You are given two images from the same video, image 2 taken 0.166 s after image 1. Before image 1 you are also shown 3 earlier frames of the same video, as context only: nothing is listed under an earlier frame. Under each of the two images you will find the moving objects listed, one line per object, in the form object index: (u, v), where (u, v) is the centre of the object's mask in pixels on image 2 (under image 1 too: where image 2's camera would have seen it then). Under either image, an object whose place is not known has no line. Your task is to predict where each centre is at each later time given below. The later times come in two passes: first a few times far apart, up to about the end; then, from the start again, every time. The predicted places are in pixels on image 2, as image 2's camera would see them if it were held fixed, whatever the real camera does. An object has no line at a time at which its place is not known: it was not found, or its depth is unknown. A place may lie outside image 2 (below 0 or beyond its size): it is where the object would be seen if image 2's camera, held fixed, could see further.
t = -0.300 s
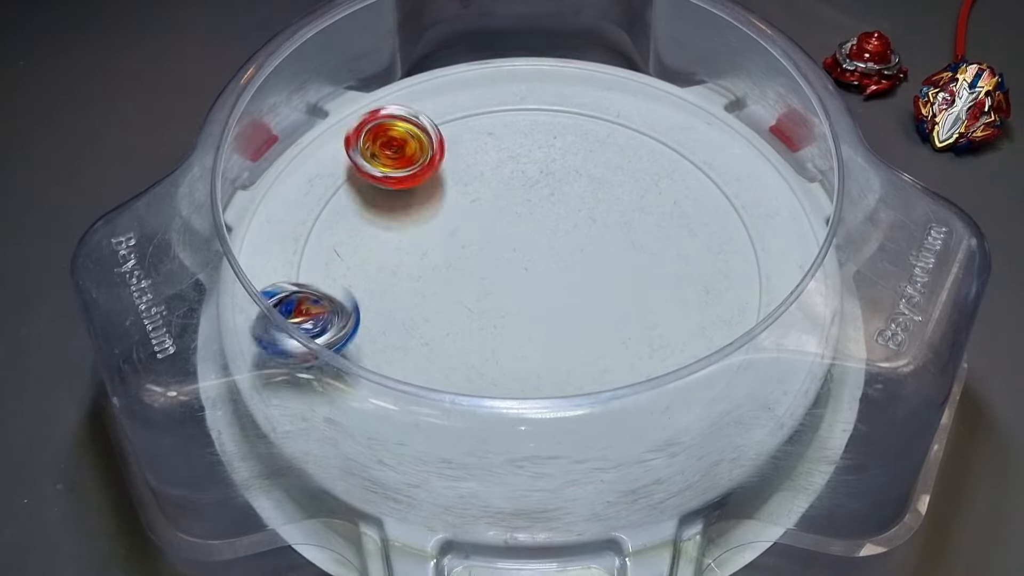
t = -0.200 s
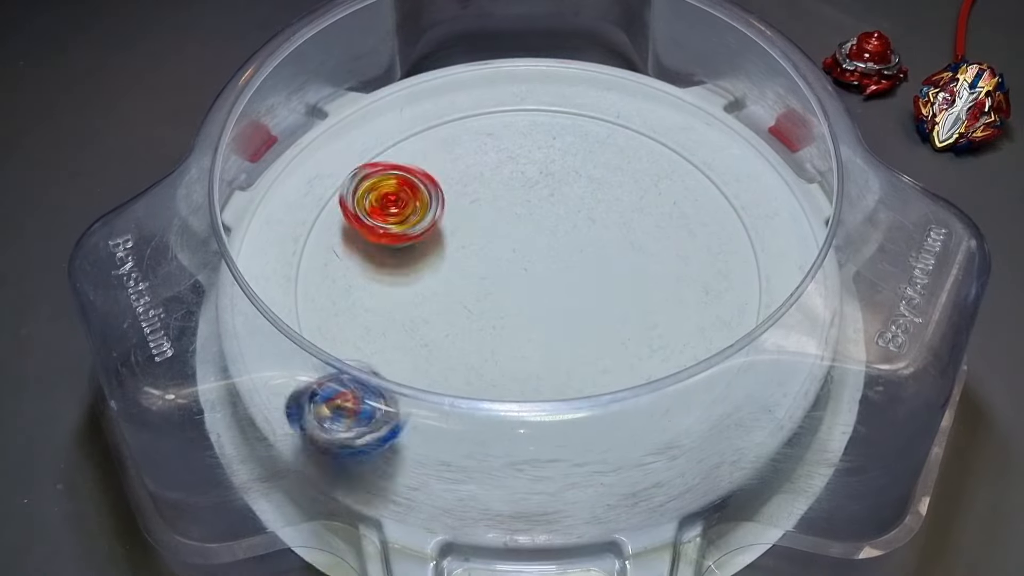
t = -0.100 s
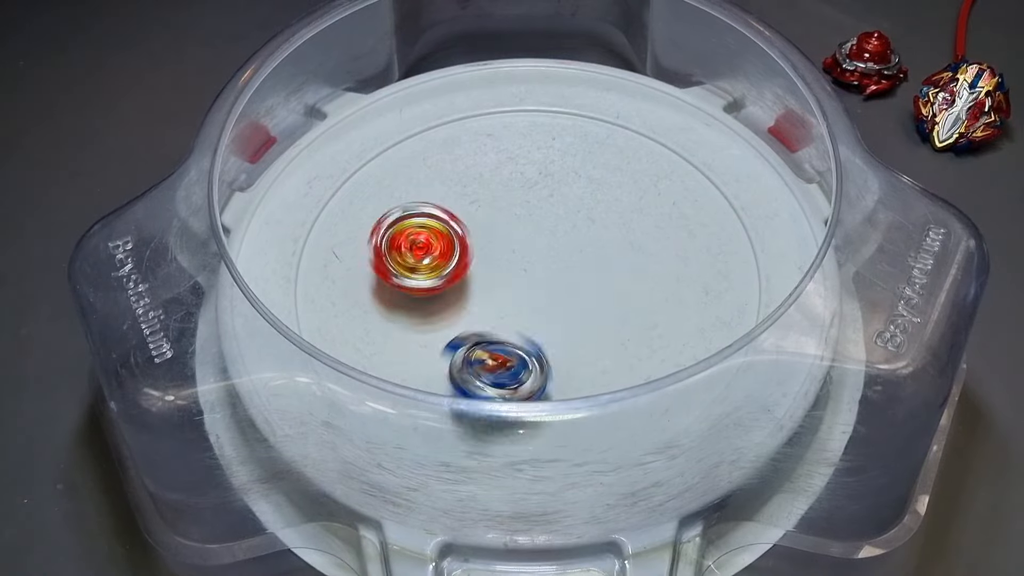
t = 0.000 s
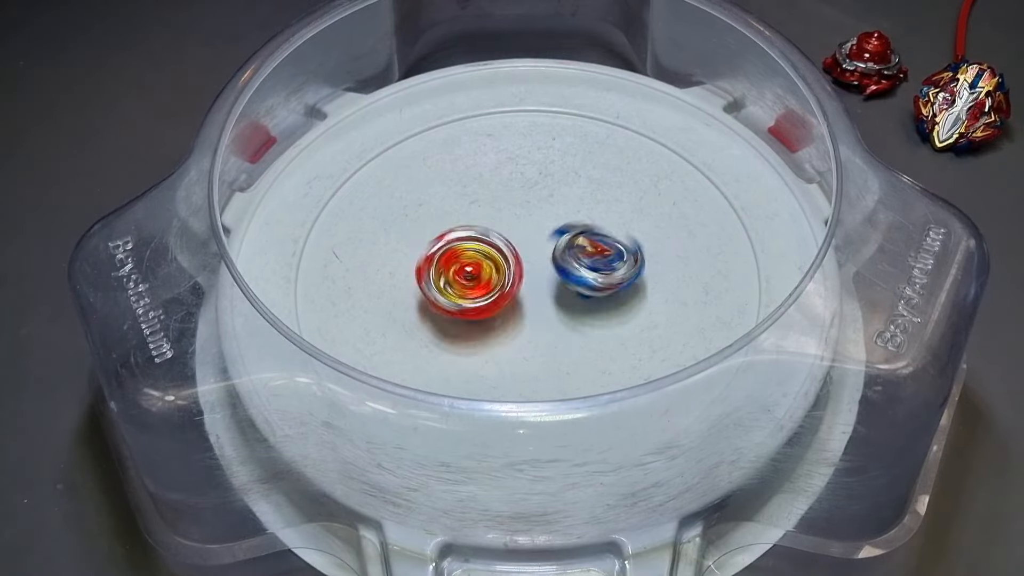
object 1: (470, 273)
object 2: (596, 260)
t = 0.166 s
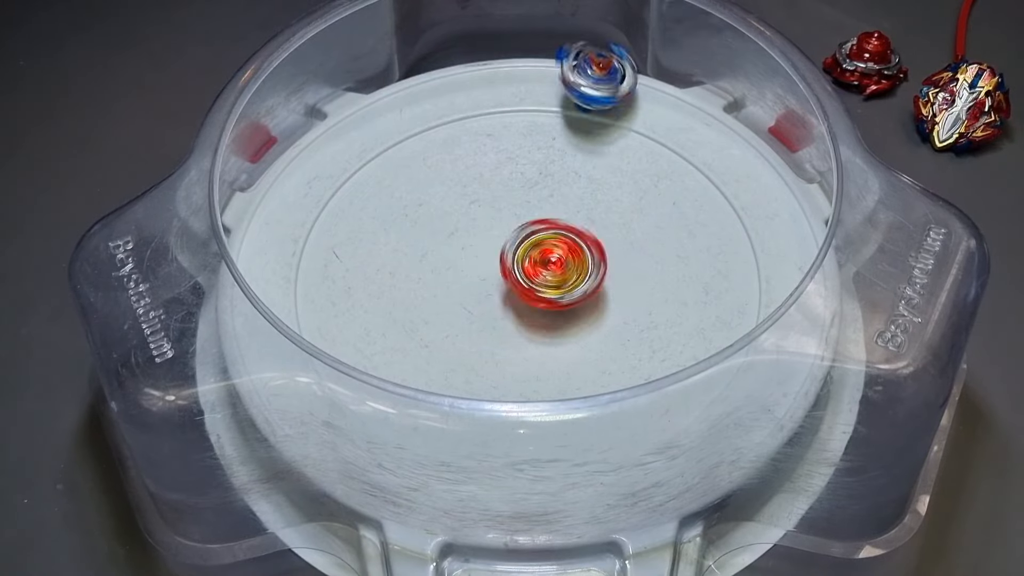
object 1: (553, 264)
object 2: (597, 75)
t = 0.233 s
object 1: (572, 250)
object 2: (558, 43)
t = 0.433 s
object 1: (577, 211)
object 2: (427, 80)
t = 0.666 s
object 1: (550, 216)
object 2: (356, 169)
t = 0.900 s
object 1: (570, 234)
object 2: (508, 339)
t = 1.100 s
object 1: (590, 251)
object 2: (693, 305)
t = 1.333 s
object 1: (570, 256)
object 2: (615, 107)
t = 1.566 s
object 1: (553, 276)
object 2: (317, 204)
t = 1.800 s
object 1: (536, 290)
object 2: (603, 423)
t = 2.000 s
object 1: (522, 292)
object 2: (702, 156)
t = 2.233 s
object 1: (509, 286)
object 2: (356, 152)
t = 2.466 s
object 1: (497, 278)
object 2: (481, 431)
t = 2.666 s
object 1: (490, 268)
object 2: (749, 262)
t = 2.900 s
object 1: (494, 255)
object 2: (514, 89)
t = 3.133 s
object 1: (503, 239)
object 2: (313, 297)
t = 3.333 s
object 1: (515, 233)
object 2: (609, 422)
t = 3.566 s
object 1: (529, 235)
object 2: (719, 171)
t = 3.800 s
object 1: (546, 244)
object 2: (434, 108)
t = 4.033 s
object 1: (557, 249)
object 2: (340, 349)
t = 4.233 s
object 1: (559, 255)
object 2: (659, 395)
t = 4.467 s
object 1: (549, 268)
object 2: (686, 143)
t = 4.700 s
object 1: (537, 278)
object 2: (398, 129)
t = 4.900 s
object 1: (523, 283)
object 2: (338, 346)
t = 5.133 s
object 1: (509, 282)
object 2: (681, 381)
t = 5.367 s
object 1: (503, 277)
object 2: (673, 144)
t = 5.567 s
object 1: (498, 265)
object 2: (428, 113)
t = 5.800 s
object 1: (499, 255)
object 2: (331, 320)
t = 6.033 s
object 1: (502, 242)
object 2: (650, 385)
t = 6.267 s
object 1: (516, 240)
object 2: (701, 153)
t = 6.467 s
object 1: (532, 242)
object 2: (478, 97)
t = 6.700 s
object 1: (543, 246)
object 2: (323, 274)
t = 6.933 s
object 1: (551, 251)
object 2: (569, 433)
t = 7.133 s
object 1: (554, 260)
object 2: (746, 273)
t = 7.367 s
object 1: (549, 273)
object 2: (578, 111)
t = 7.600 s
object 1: (539, 281)
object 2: (335, 185)
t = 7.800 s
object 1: (519, 283)
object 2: (366, 372)
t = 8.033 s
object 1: (508, 279)
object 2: (684, 346)
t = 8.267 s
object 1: (500, 271)
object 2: (683, 155)
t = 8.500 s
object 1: (494, 259)
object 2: (454, 114)
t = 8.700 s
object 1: (501, 249)
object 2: (337, 260)
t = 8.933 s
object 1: (514, 242)
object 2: (534, 420)
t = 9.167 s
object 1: (528, 240)
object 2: (719, 261)
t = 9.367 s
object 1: (538, 244)
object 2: (595, 133)
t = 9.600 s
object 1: (552, 252)
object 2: (378, 176)
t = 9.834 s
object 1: (554, 261)
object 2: (415, 357)
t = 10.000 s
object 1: (546, 269)
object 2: (607, 363)
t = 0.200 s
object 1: (565, 258)
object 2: (578, 60)
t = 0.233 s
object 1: (572, 250)
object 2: (558, 43)
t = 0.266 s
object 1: (578, 245)
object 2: (537, 34)
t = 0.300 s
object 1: (581, 239)
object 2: (514, 38)
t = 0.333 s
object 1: (581, 231)
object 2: (491, 44)
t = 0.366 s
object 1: (582, 226)
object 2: (469, 58)
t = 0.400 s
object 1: (582, 218)
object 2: (448, 68)
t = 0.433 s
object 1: (577, 211)
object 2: (427, 80)
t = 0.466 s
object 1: (574, 208)
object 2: (409, 91)
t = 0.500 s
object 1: (571, 206)
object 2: (391, 101)
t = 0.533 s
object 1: (567, 206)
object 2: (374, 110)
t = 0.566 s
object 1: (564, 207)
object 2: (363, 121)
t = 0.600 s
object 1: (559, 208)
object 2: (357, 133)
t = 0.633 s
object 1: (553, 212)
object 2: (354, 147)
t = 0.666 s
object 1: (550, 216)
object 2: (356, 169)
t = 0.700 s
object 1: (546, 220)
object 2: (365, 192)
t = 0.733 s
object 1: (544, 225)
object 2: (378, 218)
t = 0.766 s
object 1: (541, 228)
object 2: (402, 247)
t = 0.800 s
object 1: (537, 234)
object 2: (436, 272)
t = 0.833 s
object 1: (544, 235)
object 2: (465, 293)
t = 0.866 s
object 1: (558, 233)
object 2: (484, 321)
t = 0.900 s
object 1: (570, 234)
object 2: (508, 339)
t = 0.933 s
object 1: (580, 238)
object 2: (538, 352)
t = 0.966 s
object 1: (590, 240)
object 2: (572, 357)
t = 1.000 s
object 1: (591, 243)
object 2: (604, 352)
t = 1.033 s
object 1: (591, 246)
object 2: (639, 343)
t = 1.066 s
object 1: (591, 251)
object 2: (669, 328)
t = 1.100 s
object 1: (590, 251)
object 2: (693, 305)
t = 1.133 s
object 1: (584, 253)
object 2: (711, 276)
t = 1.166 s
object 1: (580, 254)
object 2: (722, 243)
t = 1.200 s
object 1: (581, 255)
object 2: (725, 209)
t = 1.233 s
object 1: (576, 254)
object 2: (716, 175)
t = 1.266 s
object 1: (573, 254)
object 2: (696, 144)
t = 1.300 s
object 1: (572, 257)
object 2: (659, 124)
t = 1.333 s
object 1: (570, 256)
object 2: (615, 107)
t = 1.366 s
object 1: (567, 259)
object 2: (568, 95)
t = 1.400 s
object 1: (564, 262)
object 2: (519, 92)
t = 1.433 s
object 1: (565, 263)
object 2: (470, 97)
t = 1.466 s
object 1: (560, 267)
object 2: (422, 113)
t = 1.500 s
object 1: (556, 270)
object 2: (378, 134)
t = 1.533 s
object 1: (557, 274)
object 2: (342, 164)
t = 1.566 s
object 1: (553, 276)
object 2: (317, 204)
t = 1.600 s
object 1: (550, 279)
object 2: (303, 249)
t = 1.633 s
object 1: (551, 283)
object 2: (309, 294)
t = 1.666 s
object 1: (547, 285)
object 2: (331, 352)
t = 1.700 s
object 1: (543, 287)
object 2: (380, 391)
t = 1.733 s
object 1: (543, 290)
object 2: (444, 426)
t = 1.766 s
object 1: (539, 290)
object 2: (524, 447)
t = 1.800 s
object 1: (536, 290)
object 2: (603, 423)
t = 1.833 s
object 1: (537, 292)
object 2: (667, 388)
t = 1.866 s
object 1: (534, 292)
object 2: (716, 347)
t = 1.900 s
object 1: (530, 291)
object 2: (739, 295)
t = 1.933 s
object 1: (531, 292)
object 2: (744, 246)
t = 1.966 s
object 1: (526, 292)
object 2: (733, 198)
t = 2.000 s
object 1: (522, 292)
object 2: (702, 156)
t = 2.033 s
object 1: (524, 291)
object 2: (657, 126)
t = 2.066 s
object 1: (519, 290)
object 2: (609, 104)
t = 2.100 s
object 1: (516, 290)
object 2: (557, 91)
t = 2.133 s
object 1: (516, 288)
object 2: (501, 93)
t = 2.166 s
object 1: (513, 287)
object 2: (448, 103)
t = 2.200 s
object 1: (512, 288)
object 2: (398, 122)
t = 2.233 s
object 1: (509, 286)
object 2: (356, 152)
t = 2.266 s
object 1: (505, 285)
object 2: (324, 191)
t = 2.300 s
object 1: (507, 284)
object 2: (306, 235)
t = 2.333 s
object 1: (502, 283)
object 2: (306, 284)
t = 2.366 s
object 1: (499, 283)
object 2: (325, 332)
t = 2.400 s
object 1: (498, 280)
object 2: (361, 380)
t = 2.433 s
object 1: (496, 278)
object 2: (413, 410)
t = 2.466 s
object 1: (497, 278)
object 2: (481, 431)
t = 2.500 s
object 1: (493, 276)
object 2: (550, 447)
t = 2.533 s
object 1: (491, 275)
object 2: (620, 417)
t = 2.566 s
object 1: (492, 272)
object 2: (673, 385)
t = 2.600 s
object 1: (490, 270)
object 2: (712, 345)
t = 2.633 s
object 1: (493, 270)
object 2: (734, 301)
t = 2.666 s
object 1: (490, 268)
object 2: (749, 262)
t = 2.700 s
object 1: (491, 268)
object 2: (743, 219)
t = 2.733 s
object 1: (492, 265)
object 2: (725, 180)
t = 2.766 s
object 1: (491, 264)
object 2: (695, 146)
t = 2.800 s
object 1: (495, 262)
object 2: (657, 121)
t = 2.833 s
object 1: (493, 260)
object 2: (612, 102)
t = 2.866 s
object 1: (496, 259)
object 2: (563, 91)
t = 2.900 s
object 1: (494, 255)
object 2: (514, 89)
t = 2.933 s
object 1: (495, 254)
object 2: (463, 96)
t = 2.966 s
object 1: (497, 250)
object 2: (418, 113)
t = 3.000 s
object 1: (497, 248)
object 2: (374, 136)
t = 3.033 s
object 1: (501, 244)
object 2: (341, 171)
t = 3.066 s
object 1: (500, 242)
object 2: (315, 210)
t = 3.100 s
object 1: (505, 241)
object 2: (304, 253)
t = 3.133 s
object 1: (503, 239)
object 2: (313, 297)
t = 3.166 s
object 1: (506, 239)
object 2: (331, 349)
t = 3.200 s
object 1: (507, 236)
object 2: (366, 384)
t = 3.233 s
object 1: (509, 237)
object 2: (418, 413)
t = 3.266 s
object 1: (511, 234)
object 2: (476, 430)
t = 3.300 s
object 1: (511, 235)
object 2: (541, 449)
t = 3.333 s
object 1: (515, 233)
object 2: (609, 422)
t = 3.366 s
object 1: (515, 233)
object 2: (661, 399)
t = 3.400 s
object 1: (520, 232)
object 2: (704, 366)
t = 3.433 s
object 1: (519, 233)
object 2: (732, 325)
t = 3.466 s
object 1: (525, 233)
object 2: (746, 284)
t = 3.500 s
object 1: (524, 234)
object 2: (753, 244)
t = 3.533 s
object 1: (529, 235)
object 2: (742, 205)
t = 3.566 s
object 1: (529, 235)
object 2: (719, 171)
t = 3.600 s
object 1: (534, 237)
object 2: (690, 142)
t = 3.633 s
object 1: (534, 237)
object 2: (654, 118)
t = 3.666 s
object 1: (538, 240)
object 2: (612, 102)
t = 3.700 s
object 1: (538, 240)
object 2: (567, 94)
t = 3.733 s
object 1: (542, 242)
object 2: (522, 91)
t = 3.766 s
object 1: (543, 241)
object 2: (477, 94)
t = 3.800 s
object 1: (546, 244)
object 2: (434, 108)
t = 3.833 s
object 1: (547, 243)
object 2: (392, 128)
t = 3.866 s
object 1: (550, 246)
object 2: (357, 152)
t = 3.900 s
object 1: (550, 245)
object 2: (330, 185)
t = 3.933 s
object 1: (554, 248)
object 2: (313, 222)
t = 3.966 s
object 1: (554, 247)
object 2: (307, 263)
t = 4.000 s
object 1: (557, 250)
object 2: (319, 301)
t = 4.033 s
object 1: (557, 249)
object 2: (340, 349)
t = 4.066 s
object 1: (560, 251)
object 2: (375, 377)
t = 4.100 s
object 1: (559, 252)
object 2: (425, 407)
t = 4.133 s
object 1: (562, 254)
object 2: (482, 428)
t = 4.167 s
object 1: (559, 254)
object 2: (544, 434)
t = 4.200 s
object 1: (562, 255)
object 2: (605, 419)
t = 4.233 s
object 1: (559, 255)
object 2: (659, 395)
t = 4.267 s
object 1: (560, 256)
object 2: (701, 366)
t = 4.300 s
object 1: (557, 259)
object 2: (733, 326)
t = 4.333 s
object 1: (558, 259)
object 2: (744, 284)
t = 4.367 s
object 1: (554, 262)
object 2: (749, 246)
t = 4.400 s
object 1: (553, 263)
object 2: (737, 207)
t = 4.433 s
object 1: (550, 267)
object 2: (717, 172)
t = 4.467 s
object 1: (549, 268)
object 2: (686, 143)
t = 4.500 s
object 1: (548, 271)
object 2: (649, 120)
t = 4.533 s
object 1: (546, 271)
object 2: (608, 104)
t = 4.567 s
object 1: (546, 273)
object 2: (565, 95)
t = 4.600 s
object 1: (542, 274)
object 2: (521, 92)
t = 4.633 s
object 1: (543, 275)
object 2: (478, 98)
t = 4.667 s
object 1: (538, 277)
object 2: (436, 110)
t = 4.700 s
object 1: (537, 278)
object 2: (398, 129)
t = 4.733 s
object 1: (533, 280)
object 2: (365, 155)
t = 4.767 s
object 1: (532, 281)
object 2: (340, 187)
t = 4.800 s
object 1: (531, 282)
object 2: (322, 223)
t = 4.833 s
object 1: (528, 282)
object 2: (316, 263)
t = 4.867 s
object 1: (528, 283)
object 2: (323, 302)
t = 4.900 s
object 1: (523, 283)
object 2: (338, 346)
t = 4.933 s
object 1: (523, 283)
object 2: (371, 375)
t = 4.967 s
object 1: (518, 284)
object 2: (409, 410)
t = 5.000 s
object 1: (518, 284)
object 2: (460, 428)
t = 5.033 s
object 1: (517, 285)
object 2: (522, 446)
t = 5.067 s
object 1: (514, 284)
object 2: (587, 440)
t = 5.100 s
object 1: (515, 283)
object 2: (638, 410)
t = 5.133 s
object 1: (509, 282)
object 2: (681, 381)
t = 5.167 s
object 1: (509, 282)
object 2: (715, 348)
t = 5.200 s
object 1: (508, 283)
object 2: (728, 306)
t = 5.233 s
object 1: (507, 281)
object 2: (746, 273)
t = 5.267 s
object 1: (510, 279)
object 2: (742, 235)
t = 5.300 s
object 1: (504, 278)
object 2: (727, 200)
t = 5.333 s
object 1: (505, 276)
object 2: (704, 170)
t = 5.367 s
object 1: (503, 277)
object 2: (673, 144)
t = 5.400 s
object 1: (502, 274)
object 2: (637, 124)
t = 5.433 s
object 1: (503, 272)
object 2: (597, 110)
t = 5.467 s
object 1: (498, 270)
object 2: (554, 102)
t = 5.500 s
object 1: (499, 269)
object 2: (511, 100)
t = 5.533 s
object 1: (499, 268)
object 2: (469, 104)
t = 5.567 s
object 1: (498, 265)
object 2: (428, 113)
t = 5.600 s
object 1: (499, 263)
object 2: (389, 128)
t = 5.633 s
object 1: (497, 263)
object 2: (355, 150)
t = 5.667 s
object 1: (497, 260)
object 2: (330, 180)
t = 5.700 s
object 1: (500, 259)
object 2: (313, 214)
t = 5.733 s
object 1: (496, 257)
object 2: (304, 252)
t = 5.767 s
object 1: (497, 255)
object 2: (309, 289)
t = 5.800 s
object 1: (499, 255)
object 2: (331, 320)
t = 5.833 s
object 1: (497, 251)
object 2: (353, 365)
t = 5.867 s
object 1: (498, 249)
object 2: (393, 395)
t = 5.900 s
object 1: (498, 249)
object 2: (440, 415)
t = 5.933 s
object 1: (499, 246)
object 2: (493, 423)
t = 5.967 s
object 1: (502, 244)
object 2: (552, 423)
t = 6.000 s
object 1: (500, 244)
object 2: (607, 408)
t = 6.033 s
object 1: (502, 242)
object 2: (650, 385)
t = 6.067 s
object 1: (506, 241)
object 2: (684, 364)
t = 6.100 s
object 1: (504, 241)
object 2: (711, 318)
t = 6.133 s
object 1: (507, 240)
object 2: (731, 288)
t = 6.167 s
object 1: (511, 240)
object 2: (738, 252)
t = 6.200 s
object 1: (509, 239)
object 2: (735, 216)
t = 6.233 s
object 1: (512, 239)
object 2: (721, 183)
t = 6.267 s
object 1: (516, 240)
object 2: (701, 153)
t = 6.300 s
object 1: (515, 239)
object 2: (673, 128)
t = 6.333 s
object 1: (519, 239)
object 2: (637, 112)
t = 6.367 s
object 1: (524, 241)
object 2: (599, 99)
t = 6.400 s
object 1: (523, 240)
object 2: (559, 92)
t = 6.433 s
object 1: (527, 240)
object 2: (517, 92)
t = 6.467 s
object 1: (532, 242)
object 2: (478, 97)
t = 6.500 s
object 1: (531, 241)
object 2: (440, 108)
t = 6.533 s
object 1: (534, 241)
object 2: (404, 124)
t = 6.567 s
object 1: (539, 242)
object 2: (374, 147)
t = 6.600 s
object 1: (537, 243)
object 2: (350, 174)
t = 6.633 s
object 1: (540, 243)
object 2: (332, 205)
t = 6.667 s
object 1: (545, 243)
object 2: (324, 239)
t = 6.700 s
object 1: (543, 246)
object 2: (323, 274)
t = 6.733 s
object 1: (545, 245)
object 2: (333, 308)
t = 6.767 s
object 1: (549, 246)
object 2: (358, 335)
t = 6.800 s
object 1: (548, 249)
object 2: (382, 376)
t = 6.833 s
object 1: (549, 248)
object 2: (419, 401)
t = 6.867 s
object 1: (551, 248)
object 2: (464, 421)
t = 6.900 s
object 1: (552, 252)
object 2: (514, 434)
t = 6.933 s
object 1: (551, 251)
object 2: (569, 433)
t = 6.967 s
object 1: (553, 252)
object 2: (620, 420)
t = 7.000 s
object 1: (555, 254)
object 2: (663, 400)
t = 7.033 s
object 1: (552, 255)
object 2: (698, 375)
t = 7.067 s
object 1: (553, 256)
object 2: (722, 338)
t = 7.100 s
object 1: (556, 256)
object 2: (734, 302)
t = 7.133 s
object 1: (554, 260)
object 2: (746, 273)
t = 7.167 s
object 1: (553, 261)
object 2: (743, 238)
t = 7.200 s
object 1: (553, 263)
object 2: (729, 207)
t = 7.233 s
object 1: (554, 266)
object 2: (709, 177)
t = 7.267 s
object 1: (550, 267)
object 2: (682, 153)
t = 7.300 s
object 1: (550, 269)
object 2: (650, 134)
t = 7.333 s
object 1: (551, 269)
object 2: (615, 120)
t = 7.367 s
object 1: (549, 273)
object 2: (578, 111)
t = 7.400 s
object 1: (548, 273)
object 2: (537, 107)
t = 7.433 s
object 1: (548, 275)
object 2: (498, 108)
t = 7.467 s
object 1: (549, 276)
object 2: (459, 113)
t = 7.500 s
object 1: (544, 278)
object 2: (422, 124)
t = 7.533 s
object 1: (542, 279)
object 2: (388, 140)
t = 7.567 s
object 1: (540, 279)
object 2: (359, 160)
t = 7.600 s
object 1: (539, 281)
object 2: (335, 185)
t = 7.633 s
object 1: (532, 281)
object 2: (318, 214)
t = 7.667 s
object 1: (530, 282)
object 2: (308, 245)
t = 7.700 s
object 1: (529, 282)
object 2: (307, 278)
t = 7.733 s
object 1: (527, 283)
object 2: (322, 308)
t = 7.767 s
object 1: (521, 282)
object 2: (337, 349)
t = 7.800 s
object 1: (519, 283)
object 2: (366, 372)
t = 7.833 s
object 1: (518, 282)
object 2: (403, 398)
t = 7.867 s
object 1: (516, 284)
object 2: (449, 415)
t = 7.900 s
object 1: (511, 282)
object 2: (498, 424)
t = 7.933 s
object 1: (510, 282)
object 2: (549, 427)
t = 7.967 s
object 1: (509, 281)
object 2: (599, 409)
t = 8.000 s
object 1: (508, 282)
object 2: (638, 386)
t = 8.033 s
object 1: (508, 279)
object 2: (684, 346)
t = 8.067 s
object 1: (504, 279)
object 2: (693, 327)
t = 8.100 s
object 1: (503, 277)
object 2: (717, 301)
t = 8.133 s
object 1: (504, 277)
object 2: (725, 270)
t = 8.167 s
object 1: (499, 276)
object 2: (725, 238)
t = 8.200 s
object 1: (500, 274)
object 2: (719, 207)
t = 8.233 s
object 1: (498, 273)
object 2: (705, 180)
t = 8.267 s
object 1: (500, 271)
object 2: (683, 155)
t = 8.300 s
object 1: (496, 270)
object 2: (658, 134)
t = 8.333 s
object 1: (494, 267)
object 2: (628, 118)
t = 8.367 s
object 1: (494, 265)
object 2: (594, 107)
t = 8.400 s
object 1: (494, 263)
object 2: (560, 101)
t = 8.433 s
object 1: (494, 264)
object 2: (524, 101)
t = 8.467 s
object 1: (492, 261)
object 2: (488, 105)
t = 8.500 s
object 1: (494, 259)
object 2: (454, 114)
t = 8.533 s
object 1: (495, 258)
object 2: (421, 129)
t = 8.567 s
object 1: (498, 256)
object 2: (392, 148)
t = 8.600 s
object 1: (497, 256)
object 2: (369, 172)
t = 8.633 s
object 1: (497, 253)
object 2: (351, 198)
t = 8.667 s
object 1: (499, 251)
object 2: (340, 228)
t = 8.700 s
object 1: (501, 249)
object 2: (337, 260)
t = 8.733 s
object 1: (505, 248)
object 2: (341, 293)
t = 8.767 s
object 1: (504, 247)
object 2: (356, 323)
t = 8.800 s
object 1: (505, 244)
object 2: (383, 345)
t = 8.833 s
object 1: (508, 243)
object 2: (410, 378)
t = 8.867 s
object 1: (510, 242)
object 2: (446, 397)
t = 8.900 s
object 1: (515, 242)
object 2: (488, 412)
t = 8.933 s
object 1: (514, 242)
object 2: (534, 420)
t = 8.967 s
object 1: (516, 240)
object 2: (583, 415)
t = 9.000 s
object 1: (518, 239)
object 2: (623, 391)
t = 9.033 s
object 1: (521, 239)
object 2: (657, 376)
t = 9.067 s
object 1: (525, 239)
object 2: (684, 348)
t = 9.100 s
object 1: (525, 240)
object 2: (702, 318)
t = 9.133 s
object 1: (526, 239)
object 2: (717, 291)
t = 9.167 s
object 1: (528, 240)
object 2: (719, 261)
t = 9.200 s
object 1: (530, 240)
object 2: (712, 231)
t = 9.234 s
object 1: (534, 240)
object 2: (699, 204)
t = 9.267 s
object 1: (535, 243)
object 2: (678, 180)
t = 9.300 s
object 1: (534, 243)
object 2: (654, 160)
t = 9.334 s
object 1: (537, 242)
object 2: (625, 144)
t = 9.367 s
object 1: (538, 244)
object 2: (595, 133)
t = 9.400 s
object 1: (541, 244)
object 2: (561, 126)
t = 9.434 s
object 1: (544, 246)
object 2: (528, 124)
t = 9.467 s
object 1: (544, 249)
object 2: (495, 125)
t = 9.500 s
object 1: (544, 249)
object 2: (462, 131)
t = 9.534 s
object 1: (547, 250)
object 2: (430, 143)
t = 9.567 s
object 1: (549, 252)
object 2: (402, 157)
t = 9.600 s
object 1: (552, 252)
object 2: (378, 176)
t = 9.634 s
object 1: (554, 254)
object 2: (359, 200)
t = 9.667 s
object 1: (553, 257)
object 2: (346, 227)
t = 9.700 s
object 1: (552, 257)
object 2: (341, 256)
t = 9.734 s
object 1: (553, 258)
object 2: (344, 286)
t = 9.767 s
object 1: (553, 259)
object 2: (357, 315)
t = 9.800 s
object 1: (553, 260)
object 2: (383, 339)
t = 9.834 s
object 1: (554, 261)
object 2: (415, 357)
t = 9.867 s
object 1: (552, 265)
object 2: (447, 379)
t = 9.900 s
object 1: (549, 266)
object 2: (488, 387)
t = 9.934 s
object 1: (548, 266)
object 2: (531, 388)
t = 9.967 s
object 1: (547, 268)
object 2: (570, 373)
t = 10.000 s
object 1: (546, 269)
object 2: (607, 363)
